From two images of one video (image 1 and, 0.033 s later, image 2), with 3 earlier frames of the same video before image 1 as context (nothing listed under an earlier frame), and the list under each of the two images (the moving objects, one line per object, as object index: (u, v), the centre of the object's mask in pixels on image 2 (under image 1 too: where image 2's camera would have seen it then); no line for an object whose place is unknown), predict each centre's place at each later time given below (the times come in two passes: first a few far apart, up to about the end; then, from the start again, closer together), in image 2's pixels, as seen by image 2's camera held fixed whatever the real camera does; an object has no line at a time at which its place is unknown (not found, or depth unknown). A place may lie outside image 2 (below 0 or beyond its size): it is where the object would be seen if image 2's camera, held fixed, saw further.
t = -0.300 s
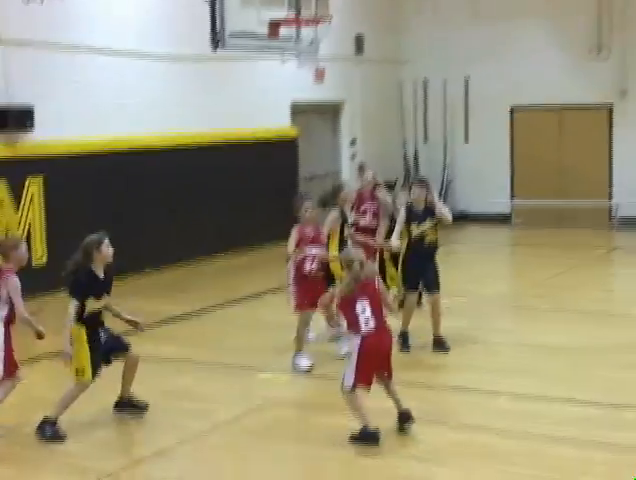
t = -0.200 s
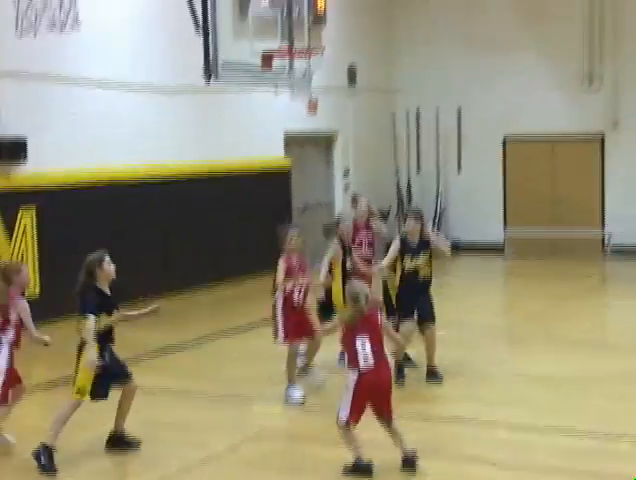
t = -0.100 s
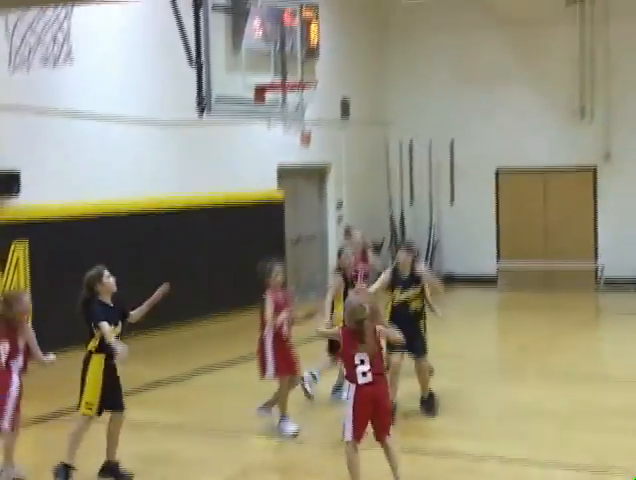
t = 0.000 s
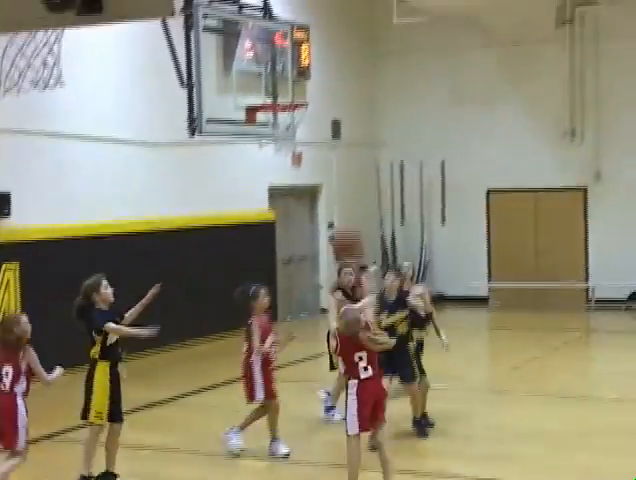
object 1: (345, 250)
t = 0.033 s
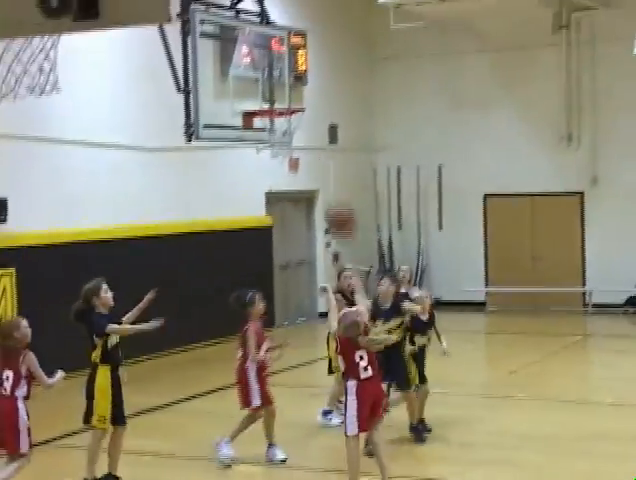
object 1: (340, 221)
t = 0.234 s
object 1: (323, 93)
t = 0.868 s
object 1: (296, 61)
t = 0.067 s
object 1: (338, 196)
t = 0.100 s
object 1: (334, 170)
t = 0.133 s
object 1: (332, 150)
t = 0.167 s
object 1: (329, 128)
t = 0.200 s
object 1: (326, 111)
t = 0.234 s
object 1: (323, 93)
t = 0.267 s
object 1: (321, 79)
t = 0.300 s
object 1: (319, 67)
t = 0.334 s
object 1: (318, 56)
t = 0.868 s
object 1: (296, 61)
